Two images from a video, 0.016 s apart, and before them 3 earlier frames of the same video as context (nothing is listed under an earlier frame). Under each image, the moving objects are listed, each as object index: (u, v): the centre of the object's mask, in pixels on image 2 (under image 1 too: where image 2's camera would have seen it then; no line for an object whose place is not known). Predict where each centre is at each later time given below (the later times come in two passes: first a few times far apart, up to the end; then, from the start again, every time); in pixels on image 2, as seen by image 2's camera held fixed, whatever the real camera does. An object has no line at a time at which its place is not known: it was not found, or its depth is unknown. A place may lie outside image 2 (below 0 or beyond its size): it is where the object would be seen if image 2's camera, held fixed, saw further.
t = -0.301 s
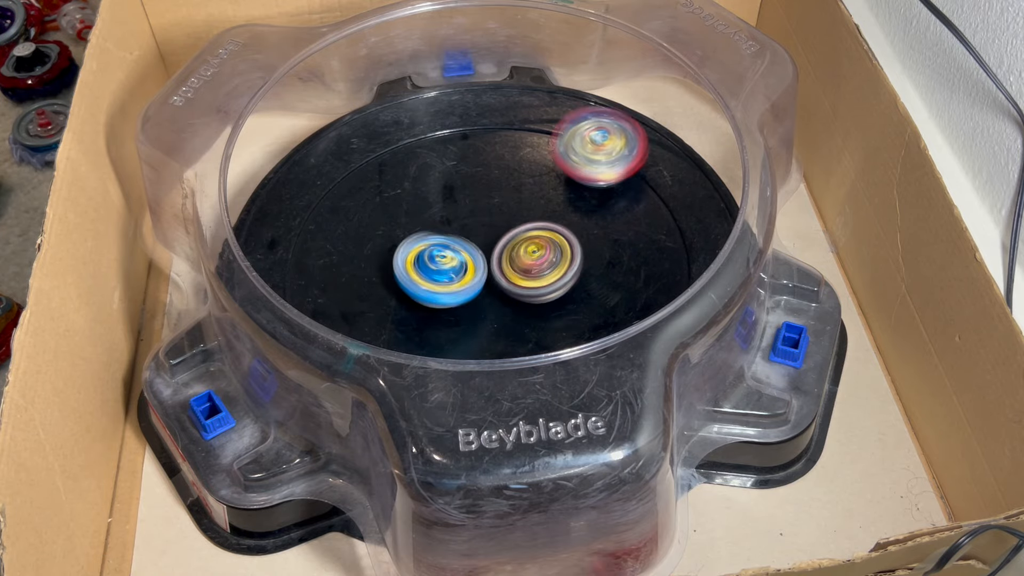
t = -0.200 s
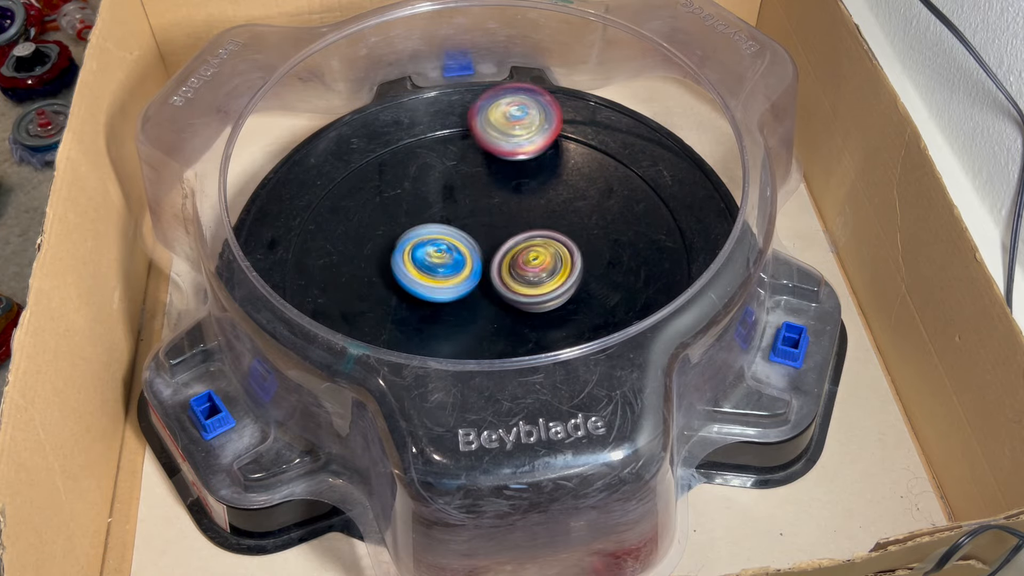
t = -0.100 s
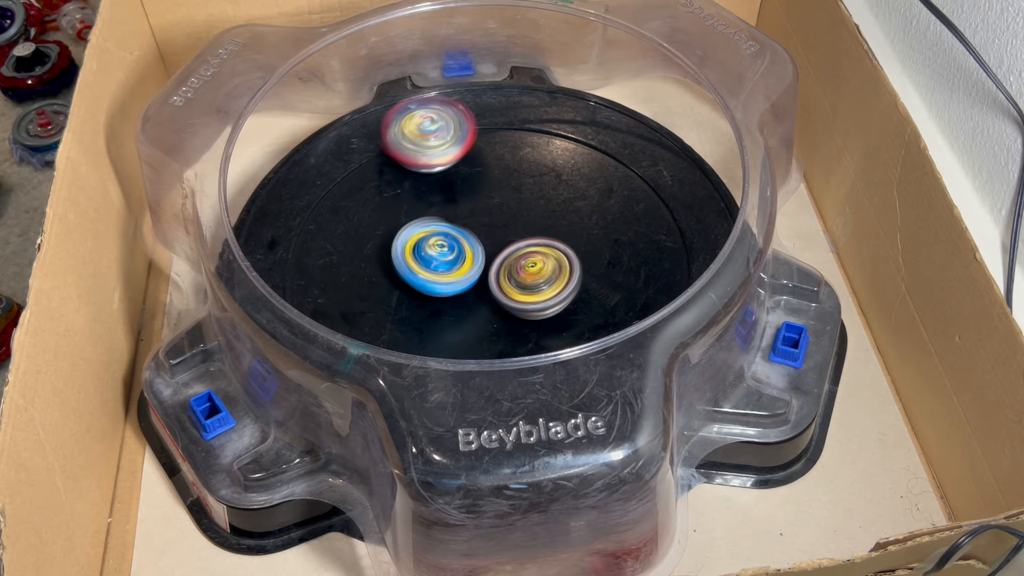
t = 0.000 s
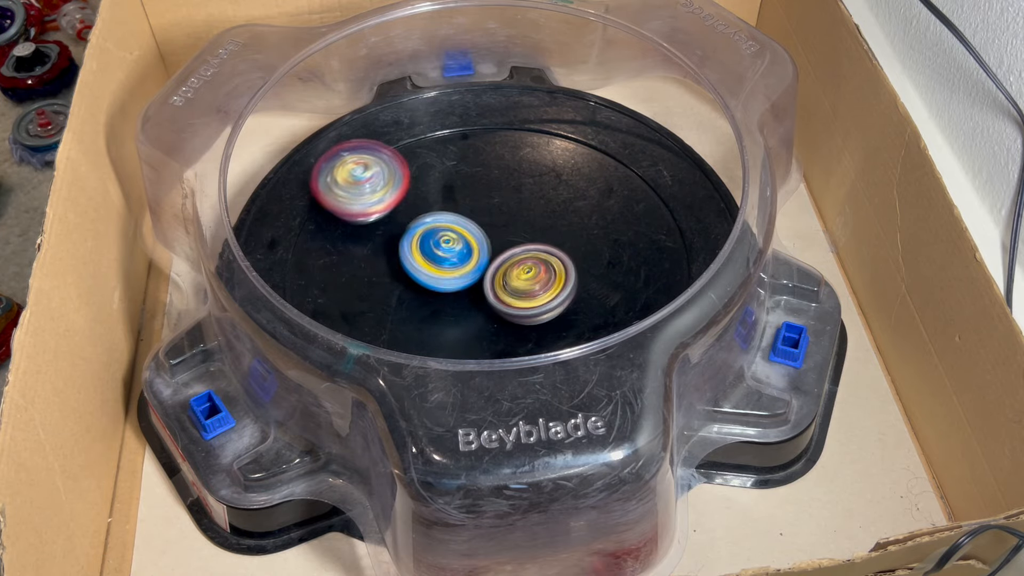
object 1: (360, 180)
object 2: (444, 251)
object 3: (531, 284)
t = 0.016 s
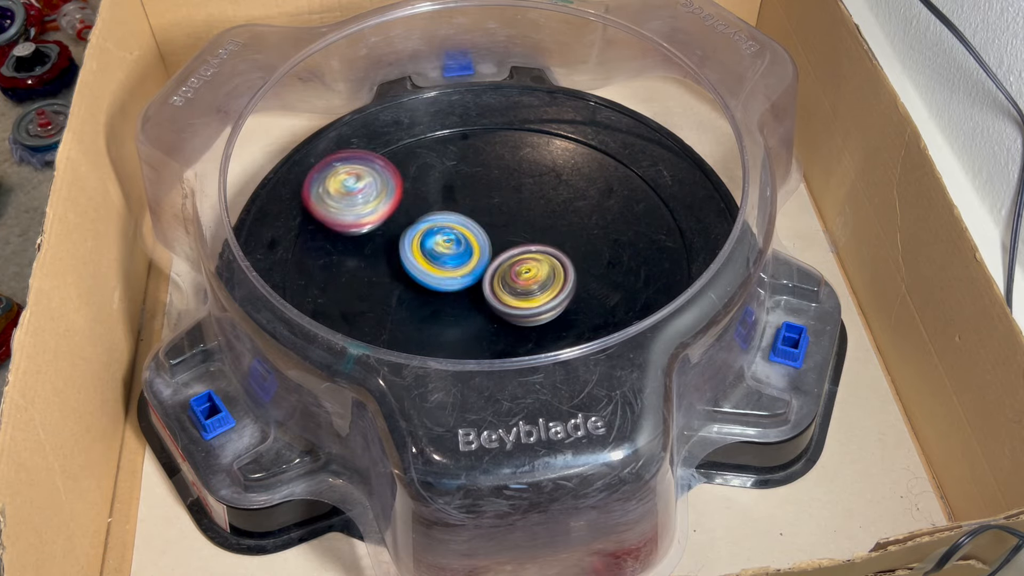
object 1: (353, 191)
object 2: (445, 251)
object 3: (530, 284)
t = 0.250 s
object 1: (394, 348)
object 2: (456, 235)
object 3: (514, 294)
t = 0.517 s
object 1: (627, 294)
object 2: (477, 227)
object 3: (491, 301)
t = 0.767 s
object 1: (566, 154)
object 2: (499, 228)
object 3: (468, 298)
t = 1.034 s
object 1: (360, 193)
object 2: (515, 238)
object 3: (443, 287)
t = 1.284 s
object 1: (384, 349)
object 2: (523, 255)
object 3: (430, 269)
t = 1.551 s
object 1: (611, 296)
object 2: (518, 273)
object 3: (427, 248)
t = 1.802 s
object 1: (546, 163)
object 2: (503, 285)
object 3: (438, 231)
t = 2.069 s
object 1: (359, 163)
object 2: (497, 312)
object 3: (440, 215)
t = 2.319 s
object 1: (352, 313)
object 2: (484, 302)
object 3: (462, 215)
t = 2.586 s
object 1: (545, 341)
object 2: (493, 277)
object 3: (491, 196)
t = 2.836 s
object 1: (601, 211)
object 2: (487, 264)
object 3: (512, 191)
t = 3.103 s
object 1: (541, 170)
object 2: (490, 260)
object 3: (449, 186)
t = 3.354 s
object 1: (485, 181)
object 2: (497, 263)
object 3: (379, 246)
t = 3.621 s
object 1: (447, 223)
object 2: (512, 327)
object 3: (419, 309)
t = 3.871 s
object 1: (559, 219)
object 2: (555, 342)
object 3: (440, 316)
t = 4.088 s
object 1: (546, 155)
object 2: (550, 309)
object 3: (456, 291)
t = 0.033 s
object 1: (346, 203)
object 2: (447, 250)
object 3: (528, 285)
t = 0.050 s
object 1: (341, 214)
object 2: (447, 249)
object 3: (528, 286)
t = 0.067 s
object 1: (337, 227)
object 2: (448, 248)
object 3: (527, 287)
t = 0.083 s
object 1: (334, 240)
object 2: (448, 246)
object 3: (526, 288)
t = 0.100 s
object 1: (333, 253)
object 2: (449, 245)
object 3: (525, 289)
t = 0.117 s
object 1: (333, 266)
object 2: (449, 244)
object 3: (524, 289)
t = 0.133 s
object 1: (335, 278)
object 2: (450, 243)
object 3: (522, 290)
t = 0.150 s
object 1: (340, 288)
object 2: (450, 241)
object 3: (521, 290)
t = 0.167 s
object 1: (347, 297)
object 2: (451, 241)
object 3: (520, 291)
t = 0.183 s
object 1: (350, 312)
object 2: (452, 239)
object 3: (519, 291)
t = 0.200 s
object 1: (358, 323)
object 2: (453, 239)
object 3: (517, 292)
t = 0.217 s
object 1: (370, 331)
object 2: (455, 238)
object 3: (516, 292)
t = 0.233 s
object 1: (381, 340)
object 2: (455, 237)
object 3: (515, 293)
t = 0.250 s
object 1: (394, 348)
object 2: (456, 235)
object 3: (514, 294)
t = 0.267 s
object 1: (409, 355)
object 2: (457, 235)
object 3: (513, 294)
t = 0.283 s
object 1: (425, 357)
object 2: (458, 234)
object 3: (512, 295)
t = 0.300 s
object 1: (441, 369)
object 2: (458, 233)
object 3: (510, 295)
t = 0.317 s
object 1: (458, 370)
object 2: (460, 233)
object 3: (509, 295)
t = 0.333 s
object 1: (476, 370)
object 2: (461, 232)
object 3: (509, 293)
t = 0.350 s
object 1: (493, 368)
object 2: (463, 231)
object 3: (507, 293)
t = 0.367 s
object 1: (510, 368)
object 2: (463, 230)
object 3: (504, 292)
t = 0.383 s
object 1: (529, 366)
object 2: (465, 230)
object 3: (502, 292)
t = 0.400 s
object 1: (545, 355)
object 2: (466, 229)
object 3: (500, 294)
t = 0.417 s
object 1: (562, 353)
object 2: (468, 229)
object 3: (498, 296)
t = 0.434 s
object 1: (576, 346)
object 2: (470, 228)
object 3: (497, 298)
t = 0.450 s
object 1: (590, 339)
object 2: (472, 228)
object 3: (497, 299)
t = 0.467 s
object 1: (602, 330)
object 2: (474, 227)
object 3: (495, 300)
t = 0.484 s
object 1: (613, 320)
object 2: (475, 227)
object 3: (494, 300)
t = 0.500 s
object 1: (624, 310)
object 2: (477, 227)
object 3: (493, 300)
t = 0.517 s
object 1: (627, 294)
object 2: (477, 227)
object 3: (491, 301)
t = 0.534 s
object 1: (636, 285)
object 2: (479, 226)
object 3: (489, 301)
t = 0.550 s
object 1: (643, 275)
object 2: (480, 226)
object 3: (488, 301)
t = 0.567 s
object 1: (648, 265)
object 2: (482, 226)
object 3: (486, 302)
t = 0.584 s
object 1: (651, 254)
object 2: (482, 226)
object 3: (485, 302)
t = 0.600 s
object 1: (650, 242)
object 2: (484, 226)
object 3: (484, 302)
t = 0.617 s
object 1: (648, 230)
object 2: (485, 226)
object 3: (482, 302)
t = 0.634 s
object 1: (644, 219)
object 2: (487, 226)
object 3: (480, 302)
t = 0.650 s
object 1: (638, 208)
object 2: (487, 225)
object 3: (479, 301)
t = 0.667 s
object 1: (631, 198)
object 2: (490, 226)
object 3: (477, 301)
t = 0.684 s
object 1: (622, 189)
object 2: (491, 226)
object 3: (475, 301)
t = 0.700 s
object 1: (613, 181)
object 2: (492, 226)
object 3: (474, 300)
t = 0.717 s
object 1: (603, 173)
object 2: (494, 226)
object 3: (472, 300)
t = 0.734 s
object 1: (592, 166)
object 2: (496, 227)
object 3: (470, 299)
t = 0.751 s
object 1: (579, 160)
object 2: (497, 227)
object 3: (469, 298)
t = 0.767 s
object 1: (566, 154)
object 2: (499, 228)
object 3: (468, 298)
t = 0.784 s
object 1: (553, 150)
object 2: (501, 227)
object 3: (465, 298)
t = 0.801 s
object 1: (539, 146)
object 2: (502, 228)
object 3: (463, 297)
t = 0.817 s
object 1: (525, 144)
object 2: (504, 228)
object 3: (462, 297)
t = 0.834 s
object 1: (511, 142)
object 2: (504, 229)
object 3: (460, 297)
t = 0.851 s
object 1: (497, 142)
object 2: (506, 230)
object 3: (458, 296)
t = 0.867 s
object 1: (483, 141)
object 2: (506, 230)
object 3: (457, 295)
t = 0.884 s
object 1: (468, 143)
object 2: (508, 231)
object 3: (455, 295)
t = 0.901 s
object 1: (454, 144)
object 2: (508, 232)
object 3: (454, 294)
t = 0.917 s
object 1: (441, 147)
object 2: (510, 233)
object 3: (453, 294)
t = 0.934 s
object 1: (427, 152)
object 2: (510, 233)
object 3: (451, 293)
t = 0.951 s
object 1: (414, 156)
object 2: (512, 234)
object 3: (449, 292)
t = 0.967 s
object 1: (402, 162)
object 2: (512, 235)
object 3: (449, 291)
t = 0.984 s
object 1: (390, 169)
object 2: (513, 236)
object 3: (447, 290)
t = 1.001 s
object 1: (379, 176)
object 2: (513, 236)
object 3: (445, 289)
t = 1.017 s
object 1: (369, 184)
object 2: (515, 238)
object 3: (445, 288)
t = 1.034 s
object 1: (360, 193)
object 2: (515, 238)
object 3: (443, 287)
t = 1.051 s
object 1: (352, 203)
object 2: (516, 240)
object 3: (442, 286)
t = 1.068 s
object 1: (345, 213)
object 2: (517, 240)
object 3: (440, 285)
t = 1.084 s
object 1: (339, 224)
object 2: (518, 242)
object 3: (439, 284)
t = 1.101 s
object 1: (334, 235)
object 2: (519, 242)
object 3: (437, 283)
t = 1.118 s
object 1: (331, 247)
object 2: (520, 244)
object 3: (436, 282)
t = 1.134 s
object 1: (328, 259)
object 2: (521, 244)
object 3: (435, 281)
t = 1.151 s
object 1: (328, 271)
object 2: (521, 246)
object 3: (434, 280)
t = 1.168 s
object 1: (330, 281)
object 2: (522, 247)
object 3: (433, 279)
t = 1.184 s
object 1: (335, 289)
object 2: (522, 248)
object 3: (433, 277)
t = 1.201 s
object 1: (336, 304)
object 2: (523, 249)
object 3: (431, 276)
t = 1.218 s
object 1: (341, 314)
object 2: (523, 251)
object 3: (431, 275)
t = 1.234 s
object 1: (349, 325)
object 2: (523, 251)
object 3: (431, 274)
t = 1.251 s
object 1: (360, 333)
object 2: (523, 253)
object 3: (430, 272)
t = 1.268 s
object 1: (371, 341)
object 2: (524, 254)
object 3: (430, 271)
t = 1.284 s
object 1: (384, 349)
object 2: (523, 255)
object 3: (430, 269)
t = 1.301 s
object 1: (400, 353)
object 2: (524, 256)
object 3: (429, 268)
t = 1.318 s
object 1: (413, 365)
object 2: (523, 257)
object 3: (429, 267)
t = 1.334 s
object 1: (430, 368)
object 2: (524, 258)
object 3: (428, 265)
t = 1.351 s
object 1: (446, 370)
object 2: (523, 260)
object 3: (428, 264)
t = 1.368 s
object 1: (464, 371)
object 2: (524, 261)
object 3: (427, 263)
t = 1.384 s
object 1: (481, 370)
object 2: (522, 262)
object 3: (427, 261)
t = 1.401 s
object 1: (498, 361)
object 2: (523, 263)
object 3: (427, 260)
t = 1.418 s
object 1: (514, 359)
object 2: (522, 264)
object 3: (427, 259)
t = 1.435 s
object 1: (530, 356)
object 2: (522, 265)
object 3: (427, 257)
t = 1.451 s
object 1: (545, 350)
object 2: (521, 266)
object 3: (426, 256)
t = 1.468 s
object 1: (559, 343)
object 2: (521, 267)
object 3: (426, 255)
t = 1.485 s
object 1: (573, 335)
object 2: (520, 268)
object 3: (427, 253)
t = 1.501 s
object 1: (585, 327)
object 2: (520, 270)
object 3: (427, 252)
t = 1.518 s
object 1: (595, 318)
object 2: (519, 271)
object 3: (427, 251)
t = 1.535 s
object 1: (602, 304)
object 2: (518, 272)
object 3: (427, 250)
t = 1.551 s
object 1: (611, 296)
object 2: (518, 273)
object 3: (427, 248)
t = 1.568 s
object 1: (619, 287)
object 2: (517, 274)
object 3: (428, 247)
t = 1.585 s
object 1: (624, 278)
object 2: (516, 275)
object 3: (429, 246)
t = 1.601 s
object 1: (627, 267)
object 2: (516, 276)
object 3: (429, 245)
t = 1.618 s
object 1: (627, 256)
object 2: (515, 277)
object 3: (430, 244)
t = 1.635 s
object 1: (626, 245)
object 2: (514, 279)
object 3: (430, 242)
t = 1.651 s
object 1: (623, 234)
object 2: (513, 279)
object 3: (431, 241)
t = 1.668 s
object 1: (618, 224)
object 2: (512, 280)
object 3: (431, 240)
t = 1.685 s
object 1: (613, 214)
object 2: (511, 281)
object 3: (433, 239)
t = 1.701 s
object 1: (606, 205)
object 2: (510, 282)
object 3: (433, 238)
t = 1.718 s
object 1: (598, 197)
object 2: (509, 282)
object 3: (434, 237)
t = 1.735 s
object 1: (590, 189)
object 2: (508, 283)
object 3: (435, 236)
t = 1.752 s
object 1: (579, 182)
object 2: (507, 284)
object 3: (435, 235)
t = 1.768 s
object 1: (569, 175)
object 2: (505, 285)
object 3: (436, 234)
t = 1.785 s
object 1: (557, 169)
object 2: (504, 285)
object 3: (437, 233)
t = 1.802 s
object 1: (546, 163)
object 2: (503, 285)
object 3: (438, 231)
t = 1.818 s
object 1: (534, 159)
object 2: (502, 286)
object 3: (439, 230)
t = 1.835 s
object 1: (521, 155)
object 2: (500, 287)
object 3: (440, 229)
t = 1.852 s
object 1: (508, 152)
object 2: (500, 287)
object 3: (440, 227)
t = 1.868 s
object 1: (496, 150)
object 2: (498, 288)
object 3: (441, 226)
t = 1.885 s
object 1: (482, 149)
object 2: (497, 288)
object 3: (443, 225)
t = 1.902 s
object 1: (470, 148)
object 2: (495, 289)
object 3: (443, 224)
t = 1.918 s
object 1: (457, 148)
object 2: (494, 289)
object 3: (444, 223)
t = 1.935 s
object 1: (445, 146)
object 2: (492, 289)
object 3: (445, 225)
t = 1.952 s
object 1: (434, 144)
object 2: (492, 292)
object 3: (443, 226)
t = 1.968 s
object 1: (422, 143)
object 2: (494, 298)
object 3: (442, 223)
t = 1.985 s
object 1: (410, 143)
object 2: (495, 303)
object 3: (440, 221)
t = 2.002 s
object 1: (399, 145)
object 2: (496, 306)
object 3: (439, 219)
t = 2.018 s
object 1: (388, 148)
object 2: (496, 309)
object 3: (439, 217)
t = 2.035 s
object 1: (378, 152)
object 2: (497, 311)
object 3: (439, 216)
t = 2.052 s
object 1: (369, 157)
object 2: (497, 312)
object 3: (439, 216)
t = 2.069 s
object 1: (359, 163)
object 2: (497, 312)
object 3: (440, 215)
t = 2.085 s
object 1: (351, 171)
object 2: (496, 313)
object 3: (440, 214)
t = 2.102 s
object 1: (344, 178)
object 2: (496, 313)
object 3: (441, 214)
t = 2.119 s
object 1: (338, 187)
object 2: (495, 313)
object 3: (443, 214)
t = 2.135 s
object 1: (332, 196)
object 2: (495, 312)
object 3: (443, 214)
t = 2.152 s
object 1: (327, 206)
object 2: (494, 312)
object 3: (445, 214)
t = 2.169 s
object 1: (322, 217)
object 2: (493, 312)
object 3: (447, 214)
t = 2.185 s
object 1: (320, 227)
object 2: (492, 311)
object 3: (448, 214)
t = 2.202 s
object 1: (318, 239)
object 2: (491, 310)
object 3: (450, 214)
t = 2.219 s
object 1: (317, 250)
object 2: (490, 310)
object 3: (451, 214)
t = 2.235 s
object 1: (318, 262)
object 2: (489, 308)
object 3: (453, 215)
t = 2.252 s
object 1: (322, 273)
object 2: (488, 308)
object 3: (455, 215)
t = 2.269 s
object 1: (328, 283)
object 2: (487, 306)
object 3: (456, 215)
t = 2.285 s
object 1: (336, 291)
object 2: (486, 305)
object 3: (458, 215)
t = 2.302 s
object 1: (342, 304)
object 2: (484, 303)
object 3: (460, 215)
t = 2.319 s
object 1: (352, 313)
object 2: (484, 302)
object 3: (462, 215)
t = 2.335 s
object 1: (364, 320)
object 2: (482, 300)
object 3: (464, 216)
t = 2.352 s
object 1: (376, 328)
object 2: (481, 299)
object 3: (466, 216)
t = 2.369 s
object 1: (389, 333)
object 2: (479, 298)
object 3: (468, 217)
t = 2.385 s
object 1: (404, 338)
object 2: (480, 295)
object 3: (470, 218)
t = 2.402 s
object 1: (417, 342)
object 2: (480, 293)
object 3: (472, 218)
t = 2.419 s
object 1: (425, 348)
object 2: (483, 289)
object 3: (475, 217)
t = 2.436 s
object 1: (434, 353)
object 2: (488, 289)
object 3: (477, 213)
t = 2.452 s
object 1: (444, 357)
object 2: (490, 288)
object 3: (480, 209)
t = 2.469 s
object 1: (455, 359)
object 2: (494, 287)
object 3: (482, 206)
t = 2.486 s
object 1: (467, 360)
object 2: (494, 285)
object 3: (484, 203)
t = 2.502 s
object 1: (479, 360)
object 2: (496, 284)
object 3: (485, 201)
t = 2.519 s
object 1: (492, 359)
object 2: (495, 282)
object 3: (487, 200)
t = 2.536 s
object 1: (505, 356)
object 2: (495, 280)
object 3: (487, 198)
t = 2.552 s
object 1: (519, 352)
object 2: (494, 278)
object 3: (489, 198)
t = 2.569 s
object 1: (533, 347)
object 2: (493, 277)
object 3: (490, 197)
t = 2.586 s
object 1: (545, 341)
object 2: (493, 277)
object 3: (491, 196)
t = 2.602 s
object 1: (557, 334)
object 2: (491, 275)
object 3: (493, 196)
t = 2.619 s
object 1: (566, 320)
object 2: (492, 275)
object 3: (494, 195)
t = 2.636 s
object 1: (575, 314)
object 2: (491, 274)
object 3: (495, 195)
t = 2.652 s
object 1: (586, 308)
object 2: (492, 273)
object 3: (497, 195)
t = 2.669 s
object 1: (595, 302)
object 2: (491, 271)
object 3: (497, 195)
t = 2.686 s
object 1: (603, 294)
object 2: (491, 270)
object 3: (499, 195)
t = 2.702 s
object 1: (609, 286)
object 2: (490, 269)
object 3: (501, 194)
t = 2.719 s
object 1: (613, 276)
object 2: (490, 269)
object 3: (502, 194)
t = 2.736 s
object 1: (615, 266)
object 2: (488, 268)
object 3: (504, 193)
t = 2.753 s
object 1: (616, 256)
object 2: (487, 267)
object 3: (505, 192)
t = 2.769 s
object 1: (615, 247)
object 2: (487, 267)
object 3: (507, 192)
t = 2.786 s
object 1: (613, 237)
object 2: (486, 266)
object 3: (509, 192)
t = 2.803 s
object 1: (610, 228)
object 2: (486, 265)
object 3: (509, 191)
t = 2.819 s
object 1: (606, 220)
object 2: (486, 264)
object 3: (511, 192)
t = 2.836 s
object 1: (601, 211)
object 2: (487, 264)
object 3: (512, 191)
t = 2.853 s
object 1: (601, 206)
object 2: (486, 263)
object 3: (509, 189)
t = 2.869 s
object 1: (606, 202)
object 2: (486, 262)
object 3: (500, 184)
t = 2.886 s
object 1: (608, 199)
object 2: (486, 261)
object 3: (492, 181)
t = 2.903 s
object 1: (610, 196)
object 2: (486, 259)
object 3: (485, 179)
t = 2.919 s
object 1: (609, 193)
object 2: (486, 259)
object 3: (479, 177)
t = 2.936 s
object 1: (608, 190)
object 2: (486, 258)
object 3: (473, 176)
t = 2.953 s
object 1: (606, 187)
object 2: (486, 257)
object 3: (468, 176)
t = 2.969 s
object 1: (601, 185)
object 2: (486, 256)
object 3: (463, 177)
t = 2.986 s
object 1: (597, 183)
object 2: (487, 256)
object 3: (460, 177)
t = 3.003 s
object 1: (591, 181)
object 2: (486, 255)
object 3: (457, 179)
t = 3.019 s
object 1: (584, 179)
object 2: (487, 254)
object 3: (456, 181)
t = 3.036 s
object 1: (577, 178)
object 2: (487, 253)
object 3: (454, 183)
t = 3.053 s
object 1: (568, 175)
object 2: (488, 254)
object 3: (452, 183)
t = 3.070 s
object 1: (560, 173)
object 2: (488, 257)
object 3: (452, 183)
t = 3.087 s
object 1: (550, 172)
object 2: (489, 259)
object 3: (450, 184)
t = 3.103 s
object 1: (541, 170)
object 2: (490, 260)
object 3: (449, 186)
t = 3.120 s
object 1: (540, 167)
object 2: (490, 261)
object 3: (440, 188)
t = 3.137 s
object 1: (543, 165)
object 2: (492, 262)
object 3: (428, 190)
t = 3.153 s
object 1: (543, 163)
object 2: (492, 262)
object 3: (417, 193)
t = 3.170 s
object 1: (544, 162)
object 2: (493, 262)
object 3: (406, 196)
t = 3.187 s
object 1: (543, 161)
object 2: (493, 262)
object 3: (398, 199)
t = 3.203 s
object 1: (541, 161)
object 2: (493, 261)
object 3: (390, 203)
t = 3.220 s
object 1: (537, 161)
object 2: (494, 261)
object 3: (384, 207)
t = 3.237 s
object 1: (533, 161)
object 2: (494, 261)
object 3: (380, 212)
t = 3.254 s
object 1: (527, 162)
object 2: (495, 261)
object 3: (377, 217)
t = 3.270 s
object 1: (521, 163)
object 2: (495, 261)
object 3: (376, 222)
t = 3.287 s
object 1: (514, 165)
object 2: (497, 261)
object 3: (375, 227)
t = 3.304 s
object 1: (507, 168)
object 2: (497, 261)
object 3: (375, 232)
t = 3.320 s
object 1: (499, 172)
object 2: (498, 260)
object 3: (376, 237)
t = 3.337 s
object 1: (492, 177)
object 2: (498, 260)
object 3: (377, 241)
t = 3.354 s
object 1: (485, 181)
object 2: (497, 263)
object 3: (379, 246)
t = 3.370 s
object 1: (480, 177)
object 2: (497, 272)
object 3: (381, 251)
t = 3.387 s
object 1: (475, 174)
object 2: (498, 282)
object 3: (384, 255)
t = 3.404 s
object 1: (470, 171)
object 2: (496, 291)
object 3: (385, 259)
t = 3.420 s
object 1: (465, 171)
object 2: (496, 298)
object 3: (389, 263)
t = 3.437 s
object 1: (460, 171)
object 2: (494, 306)
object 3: (392, 267)
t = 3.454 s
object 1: (455, 172)
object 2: (492, 312)
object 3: (395, 270)
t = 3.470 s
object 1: (451, 175)
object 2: (493, 317)
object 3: (399, 274)
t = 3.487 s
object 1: (447, 179)
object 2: (492, 320)
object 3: (402, 277)
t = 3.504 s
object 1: (443, 183)
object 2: (493, 322)
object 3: (406, 280)
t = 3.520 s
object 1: (440, 190)
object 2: (494, 324)
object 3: (408, 283)
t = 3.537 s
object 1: (438, 196)
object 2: (495, 325)
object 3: (412, 285)
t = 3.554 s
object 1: (436, 204)
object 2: (497, 327)
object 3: (415, 288)
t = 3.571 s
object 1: (436, 211)
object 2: (500, 328)
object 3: (419, 290)
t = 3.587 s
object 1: (438, 216)
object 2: (505, 328)
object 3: (419, 296)
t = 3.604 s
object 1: (442, 220)
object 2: (508, 327)
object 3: (419, 303)
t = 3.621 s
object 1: (447, 223)
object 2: (512, 327)
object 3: (419, 309)
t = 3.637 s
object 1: (453, 228)
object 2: (517, 328)
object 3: (418, 313)
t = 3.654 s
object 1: (459, 232)
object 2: (522, 328)
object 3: (419, 316)
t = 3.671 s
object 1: (466, 237)
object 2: (530, 326)
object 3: (420, 319)
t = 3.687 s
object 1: (474, 242)
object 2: (533, 325)
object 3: (423, 320)
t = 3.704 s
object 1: (482, 246)
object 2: (535, 324)
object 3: (424, 322)
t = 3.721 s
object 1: (491, 249)
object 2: (539, 323)
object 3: (427, 323)
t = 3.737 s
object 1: (499, 252)
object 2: (541, 322)
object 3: (429, 323)
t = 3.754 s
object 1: (507, 253)
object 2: (544, 320)
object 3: (430, 323)
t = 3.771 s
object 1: (516, 248)
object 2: (543, 321)
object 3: (432, 323)
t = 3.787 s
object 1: (524, 244)
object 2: (545, 324)
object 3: (433, 322)
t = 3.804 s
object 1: (531, 238)
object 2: (547, 327)
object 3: (435, 321)
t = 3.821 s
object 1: (539, 233)
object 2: (549, 336)
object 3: (435, 320)
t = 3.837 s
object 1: (546, 229)
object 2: (550, 338)
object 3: (437, 319)
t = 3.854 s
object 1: (553, 224)
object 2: (551, 341)
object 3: (438, 318)
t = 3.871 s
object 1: (559, 219)
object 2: (555, 342)
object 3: (440, 316)
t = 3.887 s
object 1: (564, 213)
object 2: (556, 340)
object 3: (441, 315)
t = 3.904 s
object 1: (568, 208)
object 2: (556, 341)
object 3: (443, 313)
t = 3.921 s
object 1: (572, 203)
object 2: (558, 340)
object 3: (444, 311)
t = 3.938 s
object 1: (574, 197)
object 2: (559, 338)
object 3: (446, 309)
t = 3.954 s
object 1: (575, 192)
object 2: (559, 336)
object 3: (448, 307)
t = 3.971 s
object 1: (575, 186)
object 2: (557, 326)
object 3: (449, 305)
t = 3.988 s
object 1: (574, 181)
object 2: (559, 324)
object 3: (451, 303)
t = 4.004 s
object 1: (572, 175)
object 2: (559, 322)
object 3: (452, 301)
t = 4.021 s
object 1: (570, 170)
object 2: (556, 320)
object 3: (454, 299)
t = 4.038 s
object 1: (565, 165)
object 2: (555, 319)
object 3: (455, 297)
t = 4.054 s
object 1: (559, 161)
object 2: (553, 315)
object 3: (457, 296)
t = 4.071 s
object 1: (553, 158)
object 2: (551, 311)
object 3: (457, 294)
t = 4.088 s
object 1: (546, 155)
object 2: (550, 309)
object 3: (456, 291)
